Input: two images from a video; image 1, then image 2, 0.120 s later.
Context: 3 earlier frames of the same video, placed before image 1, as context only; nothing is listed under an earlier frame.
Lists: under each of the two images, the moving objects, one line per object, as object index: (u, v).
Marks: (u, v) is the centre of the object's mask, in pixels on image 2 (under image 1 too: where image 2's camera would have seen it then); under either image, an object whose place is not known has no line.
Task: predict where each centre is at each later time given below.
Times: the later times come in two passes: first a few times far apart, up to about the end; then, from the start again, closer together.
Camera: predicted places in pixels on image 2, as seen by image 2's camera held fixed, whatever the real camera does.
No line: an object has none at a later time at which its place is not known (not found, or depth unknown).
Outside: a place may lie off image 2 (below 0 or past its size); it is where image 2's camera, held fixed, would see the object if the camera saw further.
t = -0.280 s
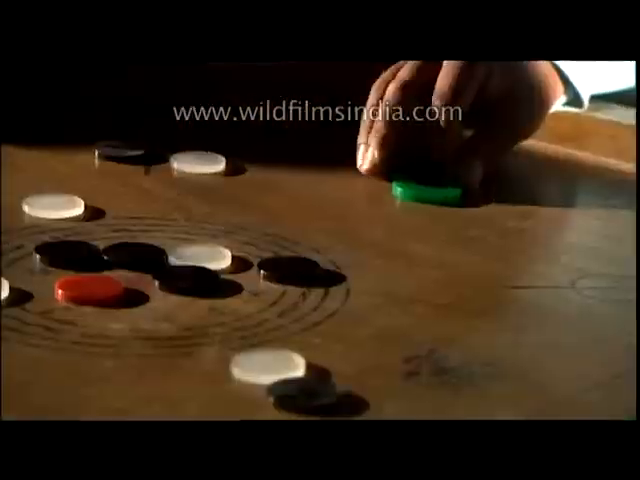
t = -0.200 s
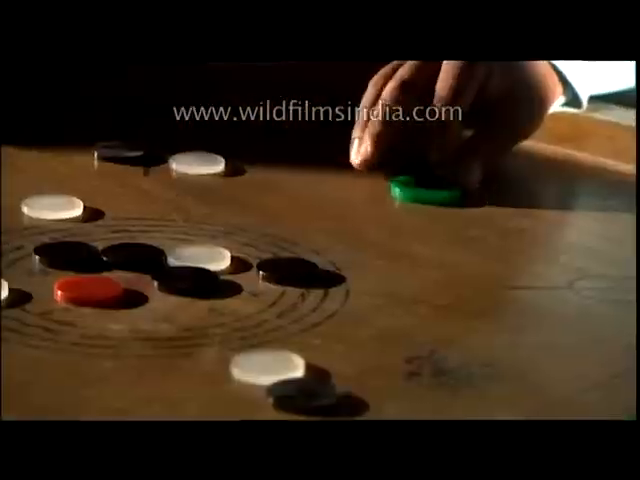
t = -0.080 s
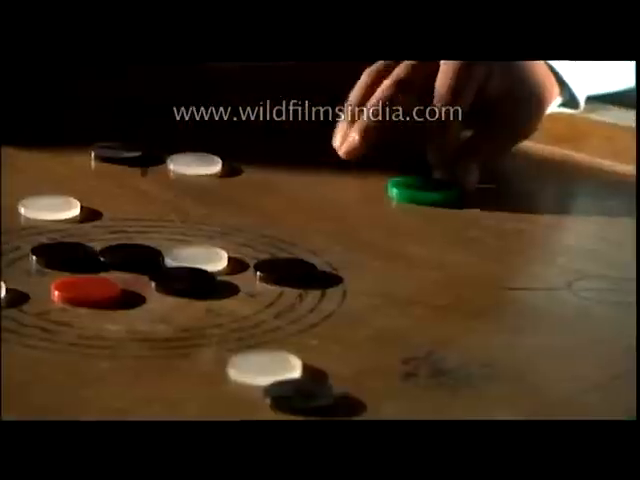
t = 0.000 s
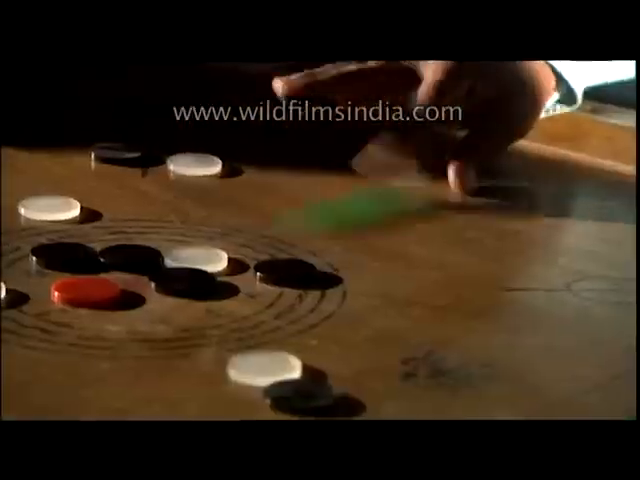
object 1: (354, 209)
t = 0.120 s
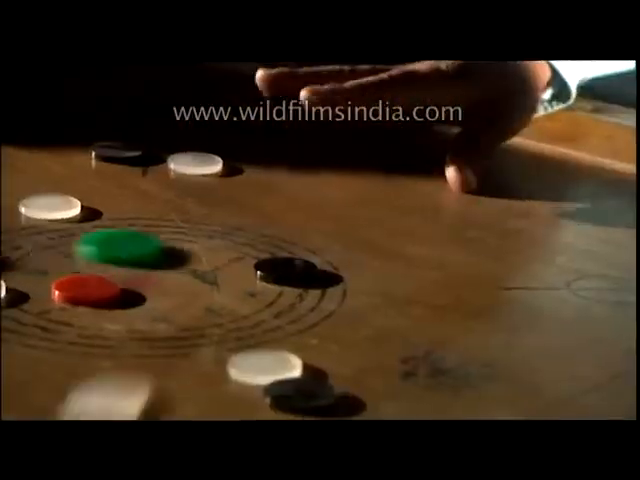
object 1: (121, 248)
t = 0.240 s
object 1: (53, 250)
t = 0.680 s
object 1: (49, 251)
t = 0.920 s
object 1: (49, 251)
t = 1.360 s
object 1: (49, 251)
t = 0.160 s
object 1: (88, 248)
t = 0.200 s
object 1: (66, 249)
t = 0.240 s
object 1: (53, 250)
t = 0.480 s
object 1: (49, 251)
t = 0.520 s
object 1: (49, 251)
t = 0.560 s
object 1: (49, 251)
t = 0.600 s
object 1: (49, 251)
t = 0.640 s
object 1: (49, 251)
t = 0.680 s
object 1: (49, 251)
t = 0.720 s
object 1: (49, 251)
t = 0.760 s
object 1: (50, 251)
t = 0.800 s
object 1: (49, 251)
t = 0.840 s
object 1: (49, 251)
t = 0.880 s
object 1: (50, 251)
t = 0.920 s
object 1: (49, 251)
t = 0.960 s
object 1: (49, 251)
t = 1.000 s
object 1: (49, 251)
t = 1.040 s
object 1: (50, 251)
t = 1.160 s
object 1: (49, 251)
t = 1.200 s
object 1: (50, 252)
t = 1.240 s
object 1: (50, 251)
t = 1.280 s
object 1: (50, 251)
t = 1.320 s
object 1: (50, 251)
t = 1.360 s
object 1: (49, 251)
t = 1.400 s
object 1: (49, 251)
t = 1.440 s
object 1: (49, 251)
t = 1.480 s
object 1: (50, 251)
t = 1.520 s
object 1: (50, 251)
